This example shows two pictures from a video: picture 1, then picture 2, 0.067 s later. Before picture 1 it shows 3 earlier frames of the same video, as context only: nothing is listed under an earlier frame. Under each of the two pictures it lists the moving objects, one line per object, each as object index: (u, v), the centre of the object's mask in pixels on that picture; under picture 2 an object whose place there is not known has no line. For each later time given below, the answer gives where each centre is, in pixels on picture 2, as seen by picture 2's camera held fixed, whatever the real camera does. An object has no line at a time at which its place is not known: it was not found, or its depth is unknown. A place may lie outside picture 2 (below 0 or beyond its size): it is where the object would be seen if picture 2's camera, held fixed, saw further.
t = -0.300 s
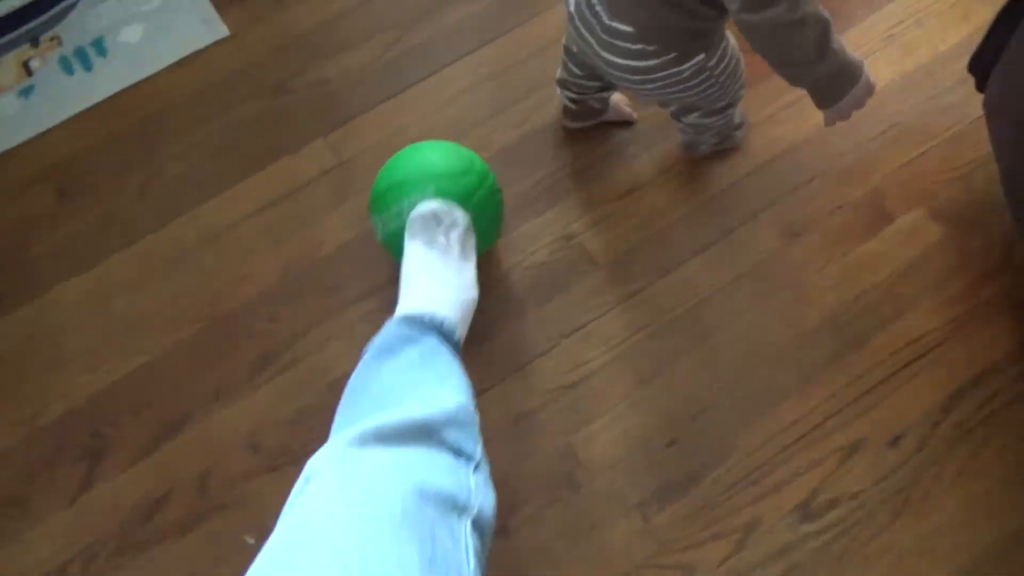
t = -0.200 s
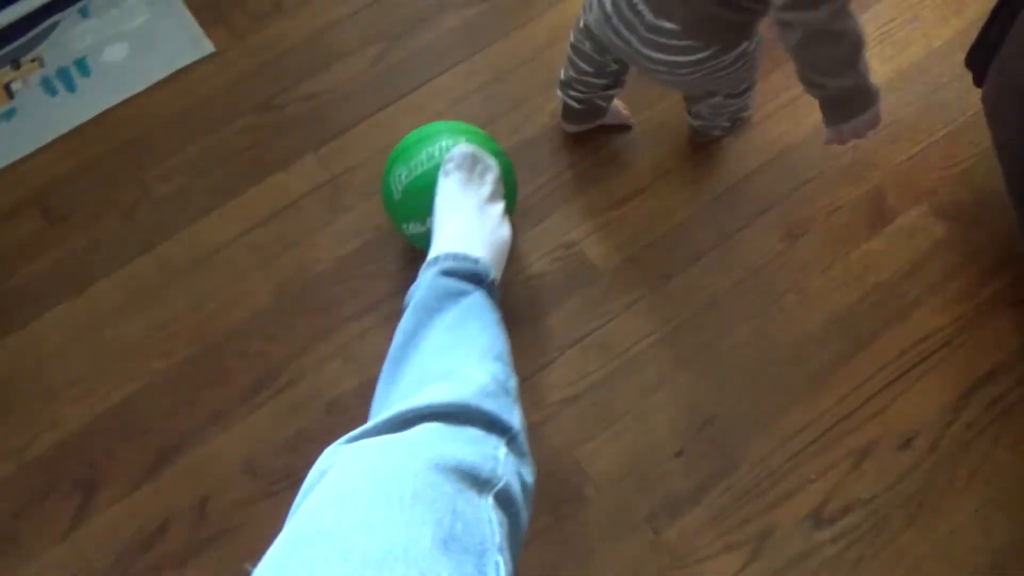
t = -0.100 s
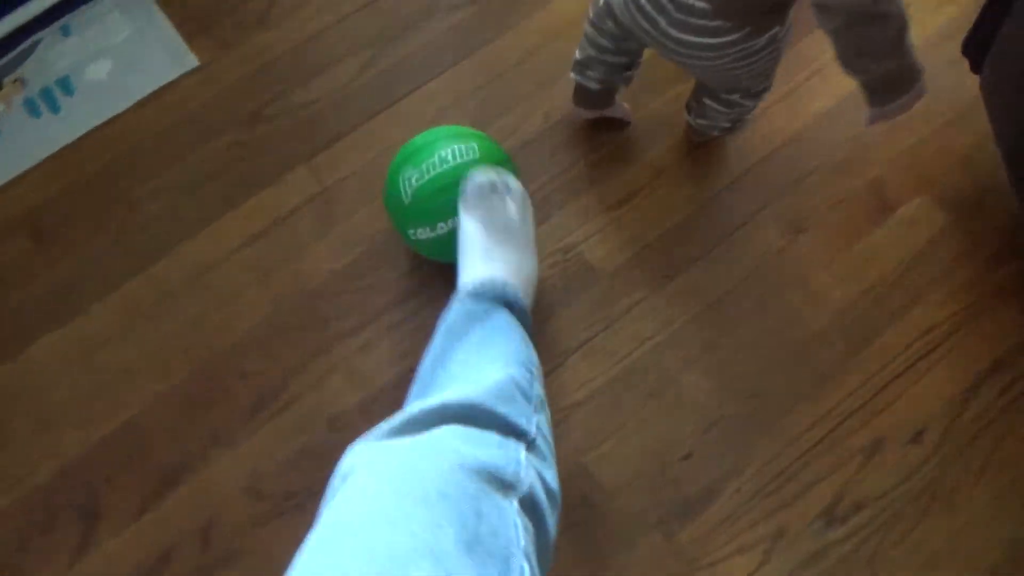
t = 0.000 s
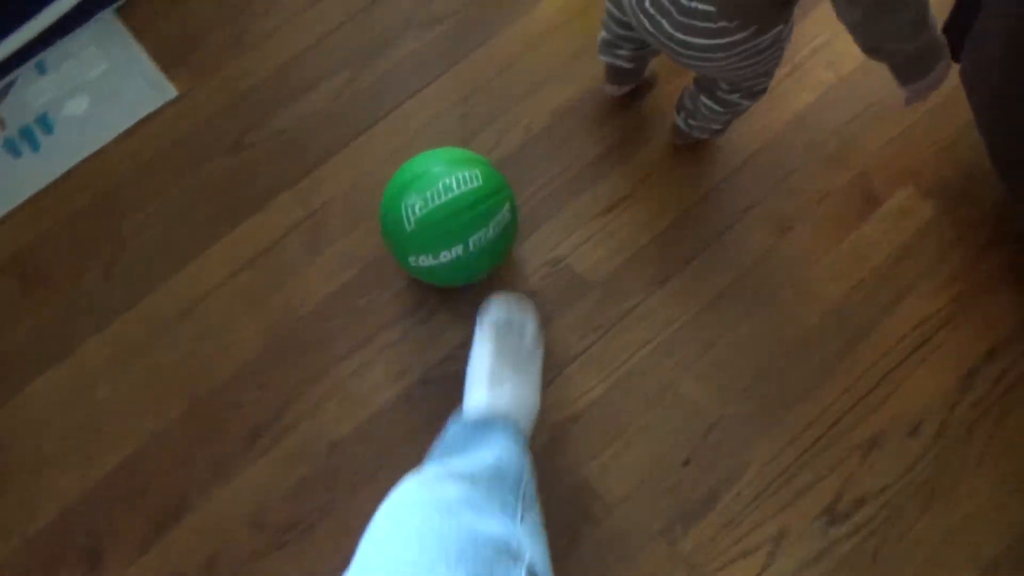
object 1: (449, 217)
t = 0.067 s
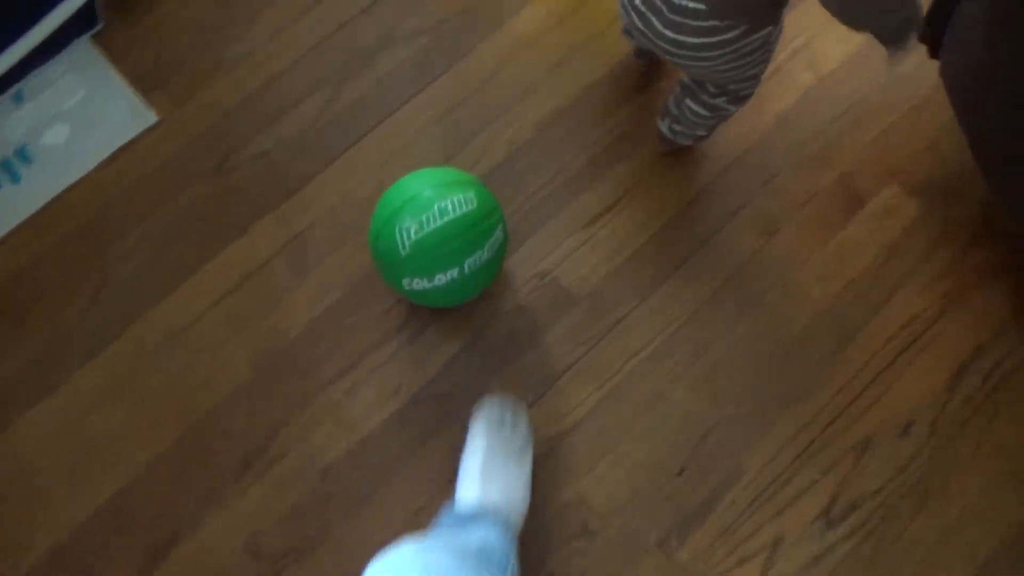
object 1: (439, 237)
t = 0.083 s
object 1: (440, 238)
